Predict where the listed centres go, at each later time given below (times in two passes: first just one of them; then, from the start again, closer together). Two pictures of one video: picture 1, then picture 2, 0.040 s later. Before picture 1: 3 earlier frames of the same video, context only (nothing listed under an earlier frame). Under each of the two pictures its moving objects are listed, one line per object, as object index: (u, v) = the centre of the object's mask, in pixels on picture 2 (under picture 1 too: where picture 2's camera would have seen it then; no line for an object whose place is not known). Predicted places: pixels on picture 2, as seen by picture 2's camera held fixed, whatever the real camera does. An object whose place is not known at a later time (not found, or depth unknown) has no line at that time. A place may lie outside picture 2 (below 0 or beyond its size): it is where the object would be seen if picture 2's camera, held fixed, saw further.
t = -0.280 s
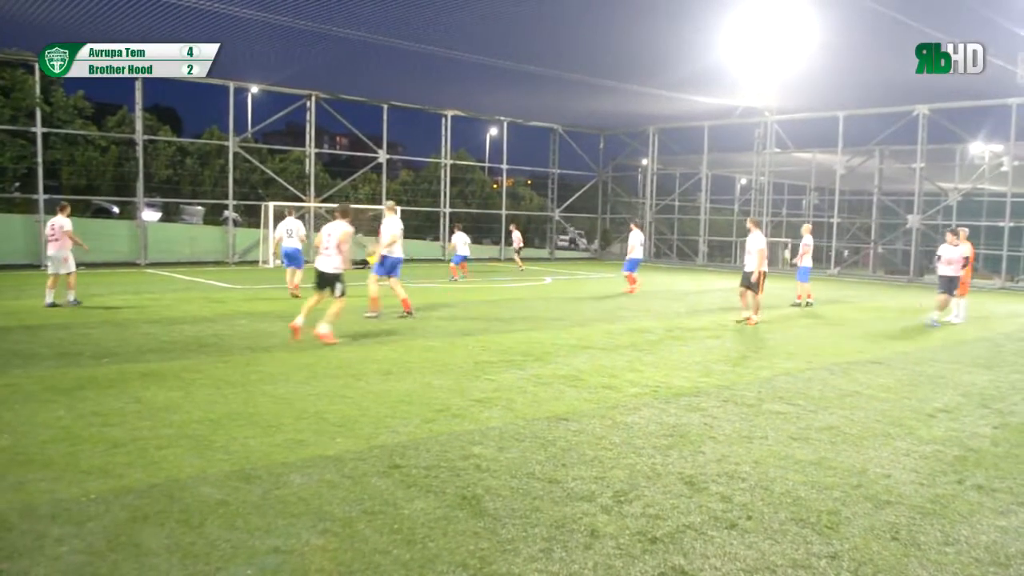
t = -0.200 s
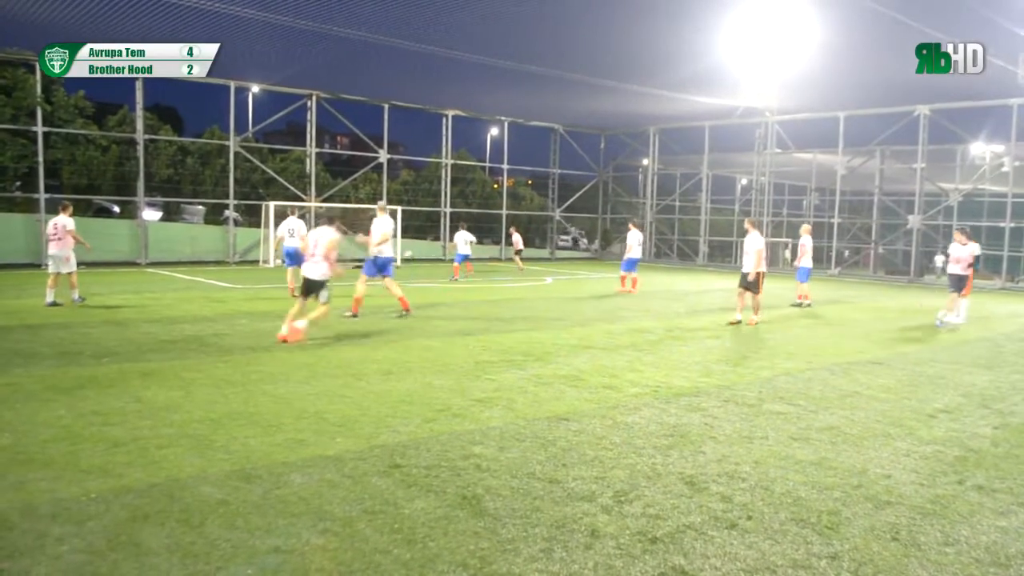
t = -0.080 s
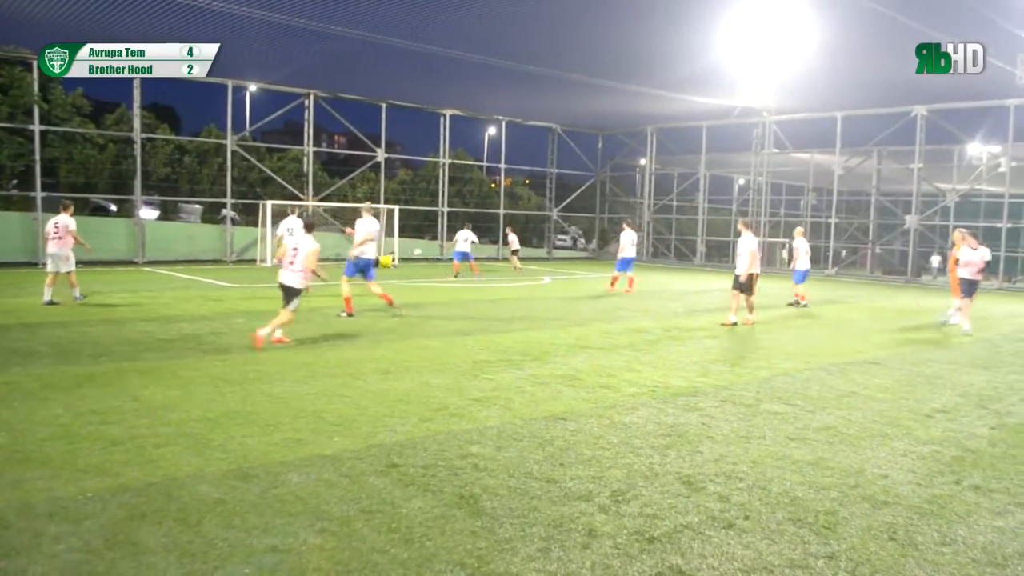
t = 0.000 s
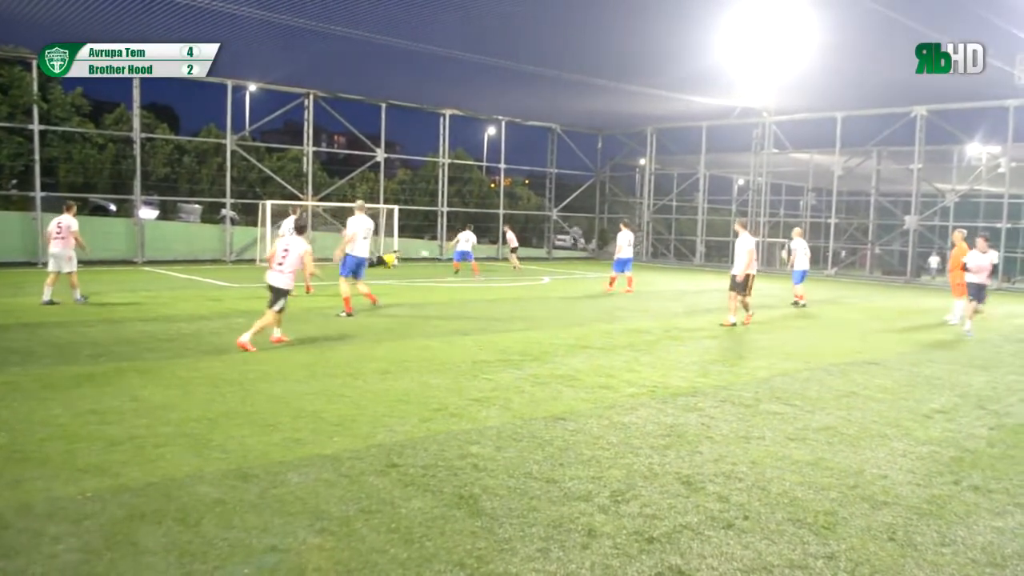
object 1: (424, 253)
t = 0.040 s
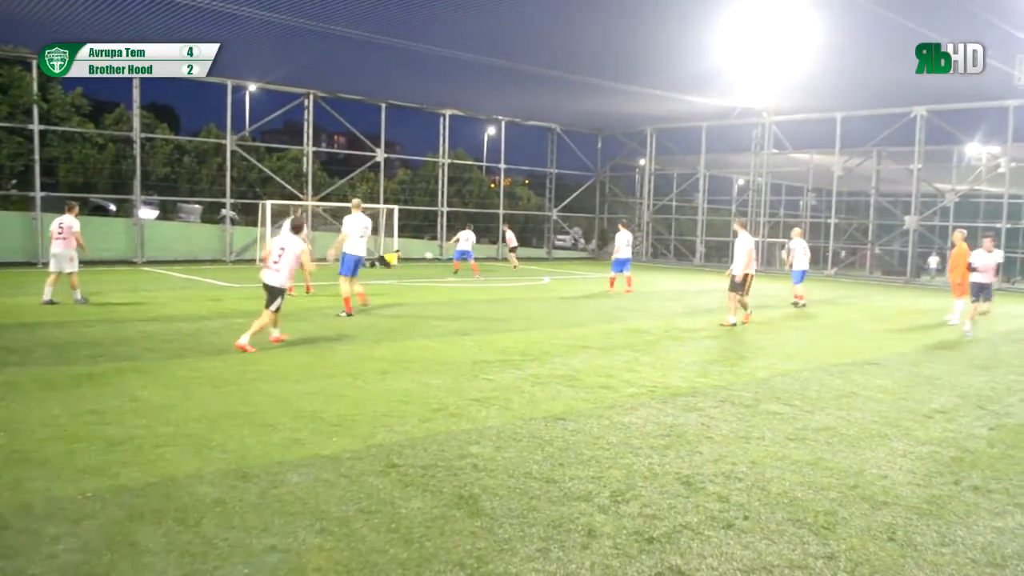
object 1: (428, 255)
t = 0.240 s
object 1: (446, 263)
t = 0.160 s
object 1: (439, 263)
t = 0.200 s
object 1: (442, 264)
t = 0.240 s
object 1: (446, 263)
